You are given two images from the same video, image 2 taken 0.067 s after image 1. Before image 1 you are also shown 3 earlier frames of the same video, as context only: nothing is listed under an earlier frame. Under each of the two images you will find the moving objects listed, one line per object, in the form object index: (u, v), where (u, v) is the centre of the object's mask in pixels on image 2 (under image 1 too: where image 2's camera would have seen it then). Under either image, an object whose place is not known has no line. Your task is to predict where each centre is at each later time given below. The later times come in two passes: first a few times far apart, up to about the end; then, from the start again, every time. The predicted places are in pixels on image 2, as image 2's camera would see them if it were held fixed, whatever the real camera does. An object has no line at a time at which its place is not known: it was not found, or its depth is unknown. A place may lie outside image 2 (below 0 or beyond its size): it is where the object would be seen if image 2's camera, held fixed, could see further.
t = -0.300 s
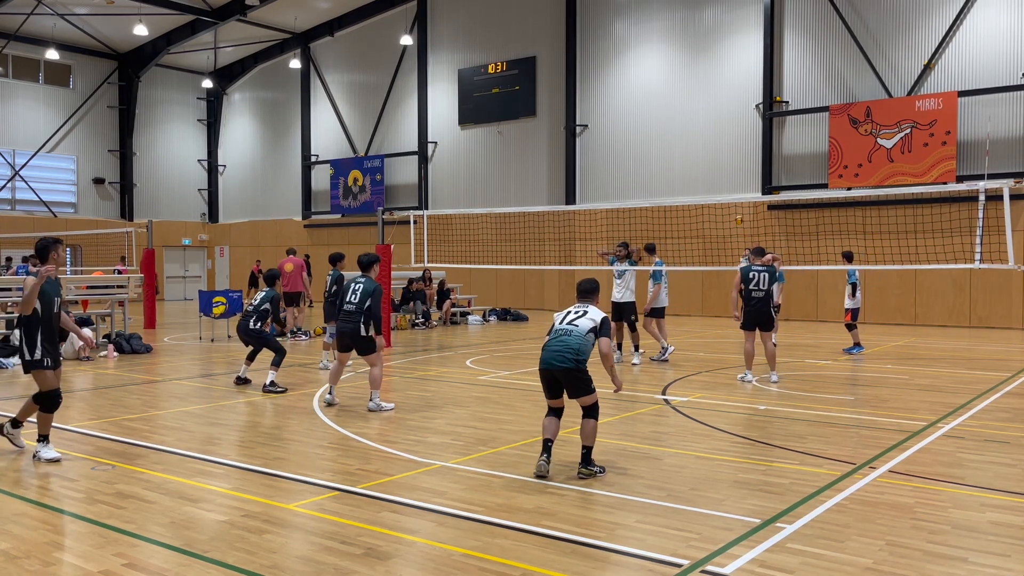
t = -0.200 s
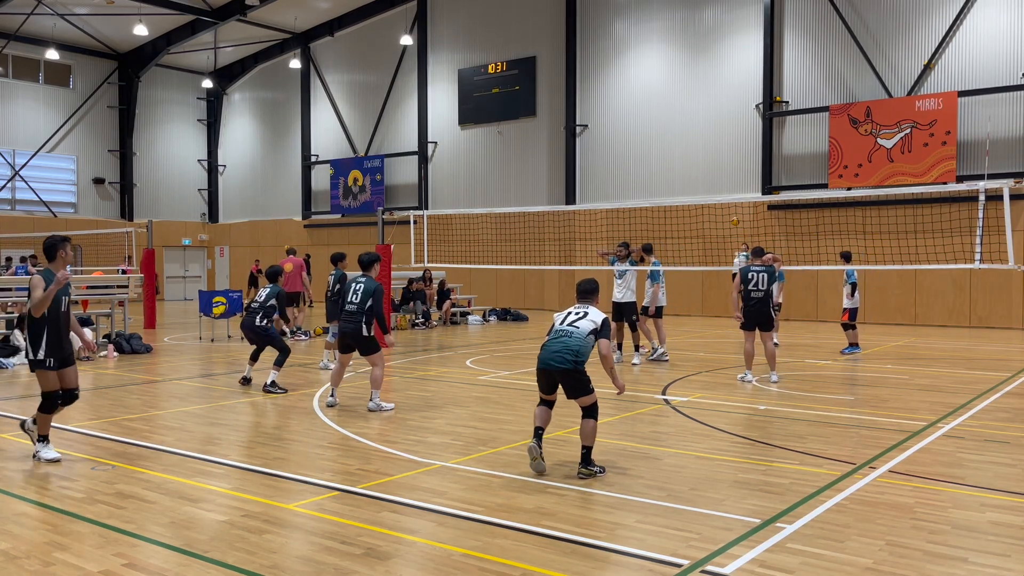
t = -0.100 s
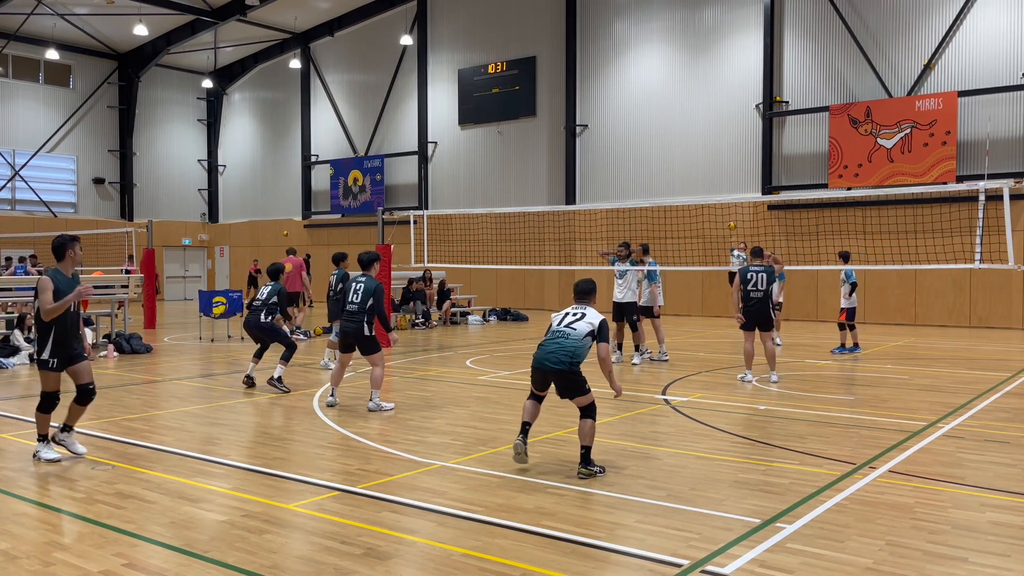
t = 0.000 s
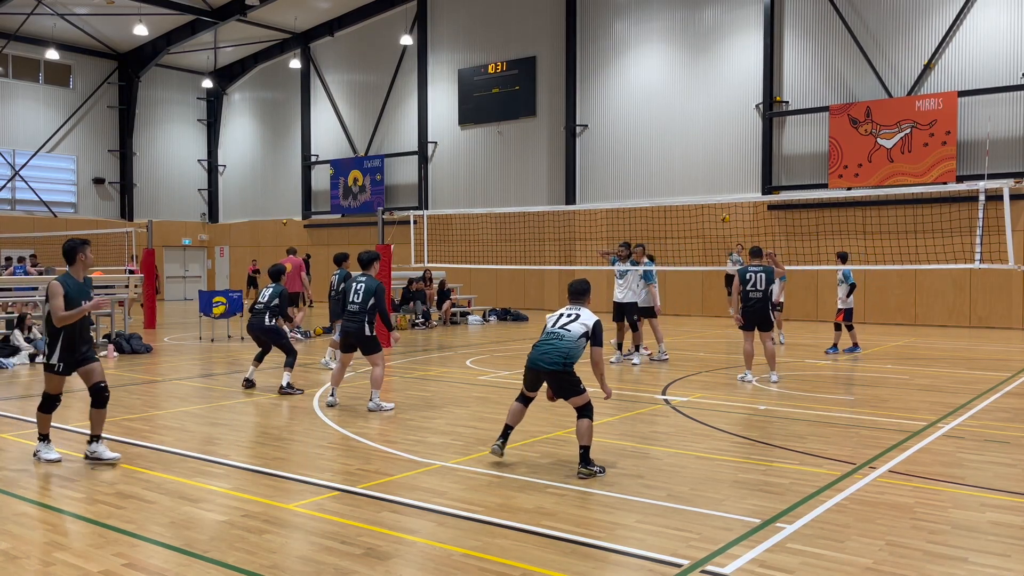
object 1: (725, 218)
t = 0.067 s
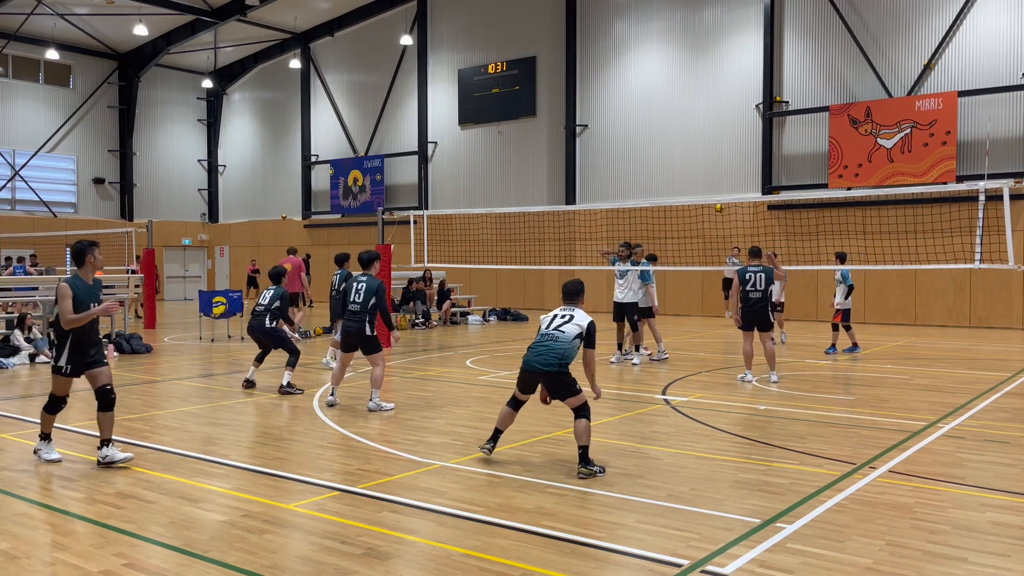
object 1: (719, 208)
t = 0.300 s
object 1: (702, 183)
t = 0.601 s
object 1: (678, 184)
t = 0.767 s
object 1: (658, 226)
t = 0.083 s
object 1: (718, 206)
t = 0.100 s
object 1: (716, 205)
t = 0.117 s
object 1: (715, 204)
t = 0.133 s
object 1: (714, 197)
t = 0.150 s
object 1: (713, 196)
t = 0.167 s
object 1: (712, 195)
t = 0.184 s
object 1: (711, 194)
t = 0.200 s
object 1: (709, 193)
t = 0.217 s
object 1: (708, 191)
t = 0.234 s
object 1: (707, 189)
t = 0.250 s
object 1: (705, 188)
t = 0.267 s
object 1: (704, 186)
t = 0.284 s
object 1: (703, 185)
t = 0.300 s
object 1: (702, 183)
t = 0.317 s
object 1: (701, 182)
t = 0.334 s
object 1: (699, 181)
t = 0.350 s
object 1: (698, 180)
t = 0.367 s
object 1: (697, 179)
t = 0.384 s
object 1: (696, 178)
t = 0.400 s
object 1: (695, 177)
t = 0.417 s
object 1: (693, 177)
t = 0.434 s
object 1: (692, 176)
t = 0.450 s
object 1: (691, 176)
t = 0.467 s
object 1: (690, 176)
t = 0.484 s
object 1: (689, 176)
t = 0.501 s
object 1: (687, 176)
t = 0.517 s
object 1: (686, 177)
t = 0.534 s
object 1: (685, 178)
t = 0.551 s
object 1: (683, 179)
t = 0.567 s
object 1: (681, 180)
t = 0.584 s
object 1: (680, 182)
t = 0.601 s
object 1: (678, 184)
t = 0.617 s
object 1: (677, 186)
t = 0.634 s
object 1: (675, 189)
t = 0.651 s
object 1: (673, 192)
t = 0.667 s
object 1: (671, 196)
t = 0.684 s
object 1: (669, 199)
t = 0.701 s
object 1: (667, 204)
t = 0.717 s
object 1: (665, 209)
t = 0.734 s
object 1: (663, 214)
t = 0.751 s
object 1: (660, 219)
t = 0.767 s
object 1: (658, 226)
